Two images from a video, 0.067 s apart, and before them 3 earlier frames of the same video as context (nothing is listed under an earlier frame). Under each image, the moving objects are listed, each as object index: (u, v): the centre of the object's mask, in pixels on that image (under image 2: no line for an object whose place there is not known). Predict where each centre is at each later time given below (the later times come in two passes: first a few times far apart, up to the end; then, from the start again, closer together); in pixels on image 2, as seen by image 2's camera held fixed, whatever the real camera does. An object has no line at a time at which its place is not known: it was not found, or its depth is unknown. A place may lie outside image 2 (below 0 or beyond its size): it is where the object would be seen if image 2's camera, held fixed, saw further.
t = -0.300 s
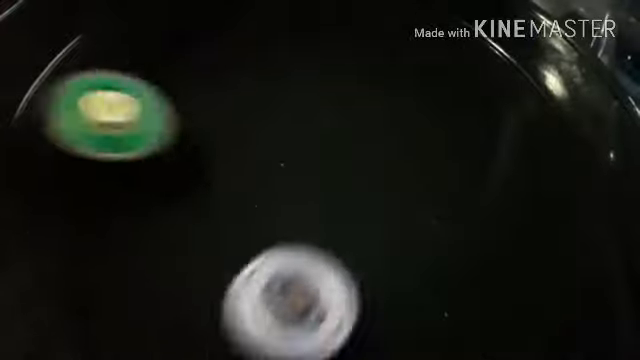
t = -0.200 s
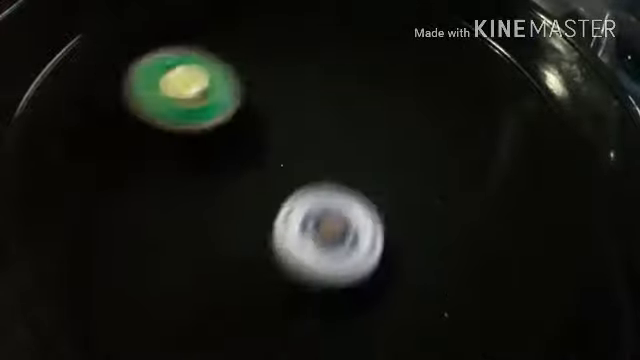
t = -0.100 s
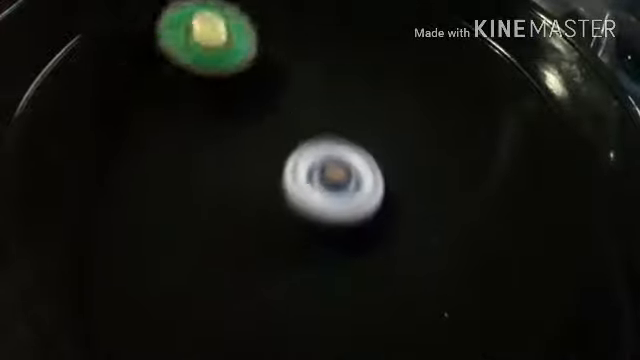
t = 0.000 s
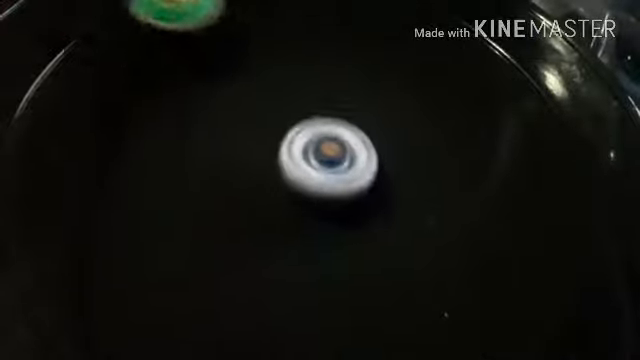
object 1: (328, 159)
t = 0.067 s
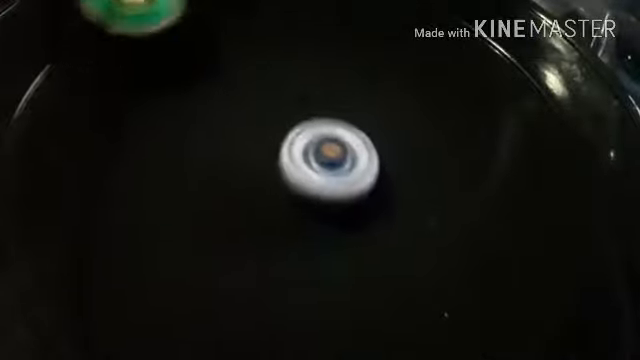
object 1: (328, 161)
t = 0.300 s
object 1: (311, 224)
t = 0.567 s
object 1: (268, 193)
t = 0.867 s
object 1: (300, 175)
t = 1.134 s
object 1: (312, 189)
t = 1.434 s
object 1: (269, 203)
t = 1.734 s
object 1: (254, 138)
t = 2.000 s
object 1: (322, 136)
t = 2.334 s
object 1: (291, 188)
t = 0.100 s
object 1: (331, 168)
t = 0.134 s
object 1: (334, 177)
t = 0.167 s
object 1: (336, 188)
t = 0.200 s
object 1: (334, 199)
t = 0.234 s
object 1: (330, 209)
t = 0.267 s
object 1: (322, 218)
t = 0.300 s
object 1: (311, 224)
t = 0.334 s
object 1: (298, 226)
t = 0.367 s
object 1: (287, 223)
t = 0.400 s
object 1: (278, 220)
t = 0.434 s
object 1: (272, 215)
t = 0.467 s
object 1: (268, 210)
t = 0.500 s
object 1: (266, 204)
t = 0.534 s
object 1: (266, 198)
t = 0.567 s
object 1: (268, 193)
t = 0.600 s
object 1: (271, 189)
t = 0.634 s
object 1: (274, 185)
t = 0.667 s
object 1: (277, 183)
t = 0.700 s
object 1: (280, 181)
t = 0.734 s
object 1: (284, 179)
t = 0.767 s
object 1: (287, 177)
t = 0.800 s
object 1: (291, 176)
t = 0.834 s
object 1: (295, 175)
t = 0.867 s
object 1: (300, 175)
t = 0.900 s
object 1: (304, 177)
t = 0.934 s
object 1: (307, 180)
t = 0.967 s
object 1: (309, 183)
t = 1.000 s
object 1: (309, 185)
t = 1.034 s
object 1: (310, 187)
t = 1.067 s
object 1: (310, 188)
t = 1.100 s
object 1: (311, 189)
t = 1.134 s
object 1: (312, 189)
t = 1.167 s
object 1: (313, 189)
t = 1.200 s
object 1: (314, 188)
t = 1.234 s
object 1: (316, 187)
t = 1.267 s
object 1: (317, 185)
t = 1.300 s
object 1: (316, 186)
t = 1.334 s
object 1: (303, 197)
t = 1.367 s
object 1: (291, 204)
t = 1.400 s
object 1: (279, 206)
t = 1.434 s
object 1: (269, 203)
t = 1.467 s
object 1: (260, 199)
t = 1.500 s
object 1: (252, 192)
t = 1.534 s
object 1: (247, 184)
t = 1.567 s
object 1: (242, 176)
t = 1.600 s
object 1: (241, 167)
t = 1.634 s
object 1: (242, 159)
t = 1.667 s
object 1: (244, 151)
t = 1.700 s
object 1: (248, 144)
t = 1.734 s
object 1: (254, 138)
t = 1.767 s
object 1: (260, 132)
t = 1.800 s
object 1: (268, 128)
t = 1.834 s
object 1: (275, 125)
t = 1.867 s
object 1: (284, 123)
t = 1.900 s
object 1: (293, 124)
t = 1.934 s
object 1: (303, 127)
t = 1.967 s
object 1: (313, 132)
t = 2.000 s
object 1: (322, 136)
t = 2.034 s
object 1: (329, 143)
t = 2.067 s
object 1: (333, 151)
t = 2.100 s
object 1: (334, 160)
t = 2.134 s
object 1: (332, 169)
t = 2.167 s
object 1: (326, 177)
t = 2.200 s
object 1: (318, 183)
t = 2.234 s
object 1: (311, 186)
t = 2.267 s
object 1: (303, 187)
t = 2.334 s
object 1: (291, 188)
